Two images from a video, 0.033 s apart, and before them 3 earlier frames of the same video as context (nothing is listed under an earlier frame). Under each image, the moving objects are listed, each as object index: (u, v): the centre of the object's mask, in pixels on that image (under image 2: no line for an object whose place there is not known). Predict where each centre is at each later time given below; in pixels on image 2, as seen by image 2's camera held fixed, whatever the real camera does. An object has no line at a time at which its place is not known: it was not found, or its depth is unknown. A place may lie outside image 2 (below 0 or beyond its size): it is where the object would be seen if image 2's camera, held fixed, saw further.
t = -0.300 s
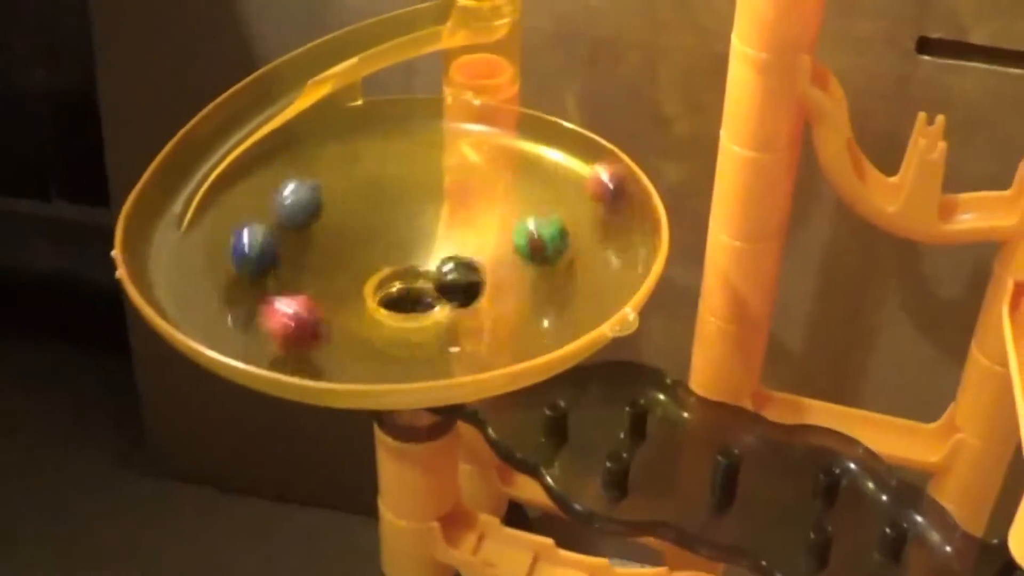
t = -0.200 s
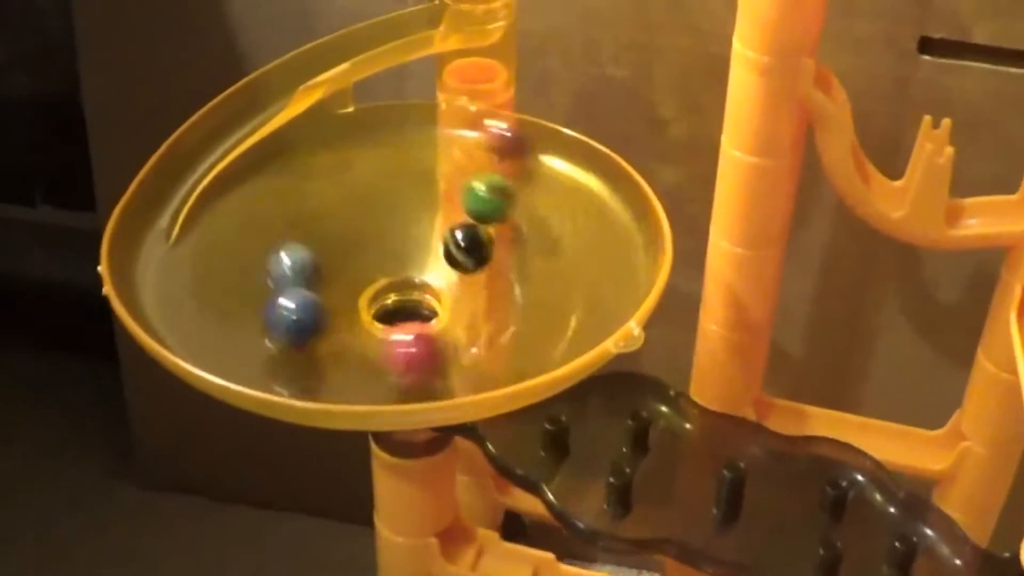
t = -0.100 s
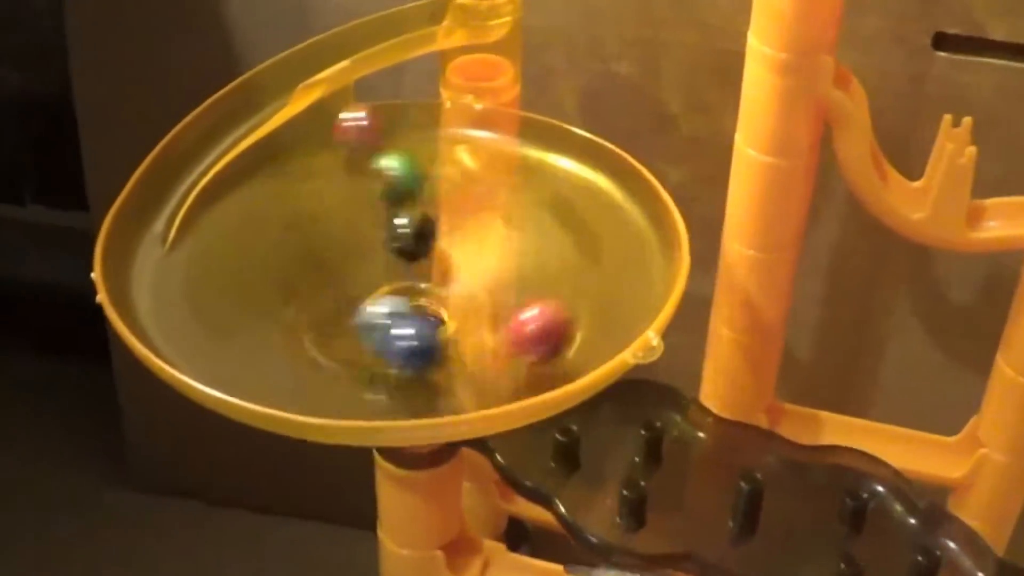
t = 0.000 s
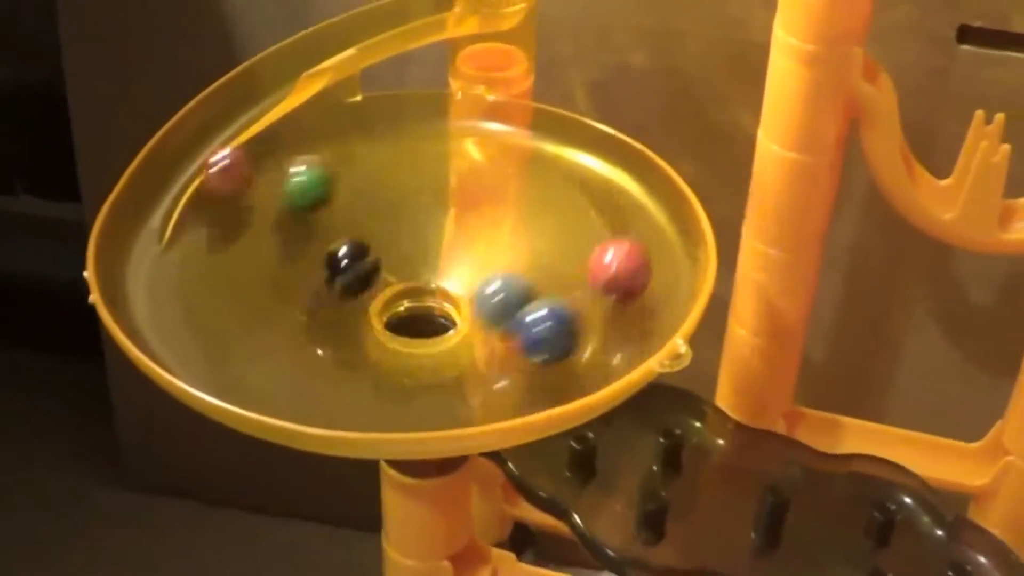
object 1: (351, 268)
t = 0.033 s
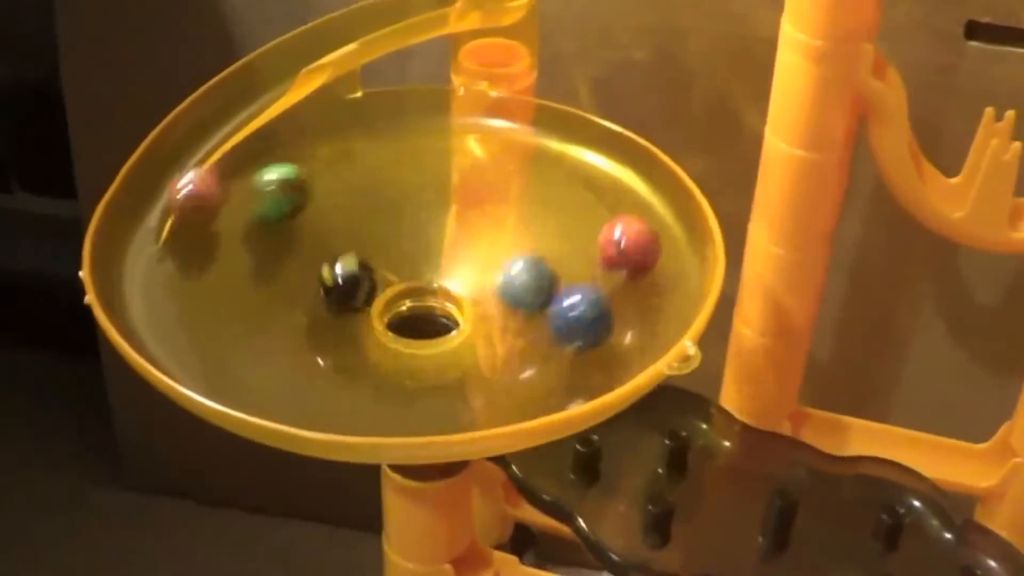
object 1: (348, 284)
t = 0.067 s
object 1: (356, 303)
